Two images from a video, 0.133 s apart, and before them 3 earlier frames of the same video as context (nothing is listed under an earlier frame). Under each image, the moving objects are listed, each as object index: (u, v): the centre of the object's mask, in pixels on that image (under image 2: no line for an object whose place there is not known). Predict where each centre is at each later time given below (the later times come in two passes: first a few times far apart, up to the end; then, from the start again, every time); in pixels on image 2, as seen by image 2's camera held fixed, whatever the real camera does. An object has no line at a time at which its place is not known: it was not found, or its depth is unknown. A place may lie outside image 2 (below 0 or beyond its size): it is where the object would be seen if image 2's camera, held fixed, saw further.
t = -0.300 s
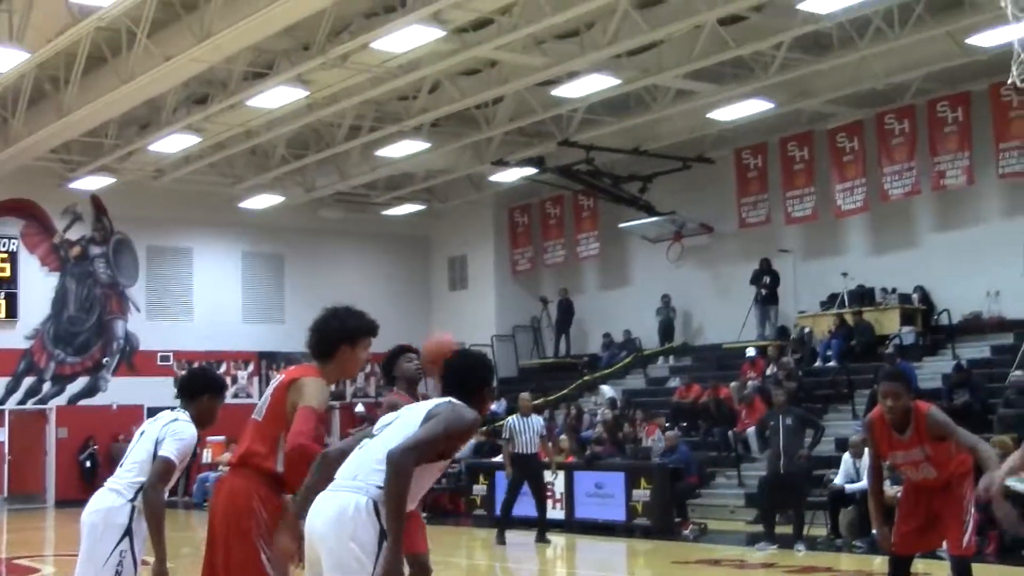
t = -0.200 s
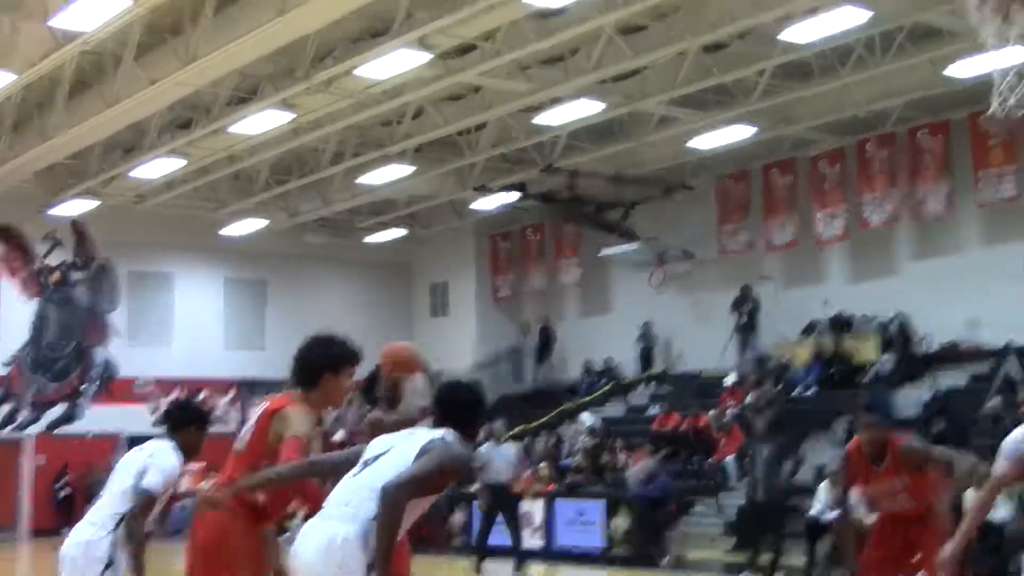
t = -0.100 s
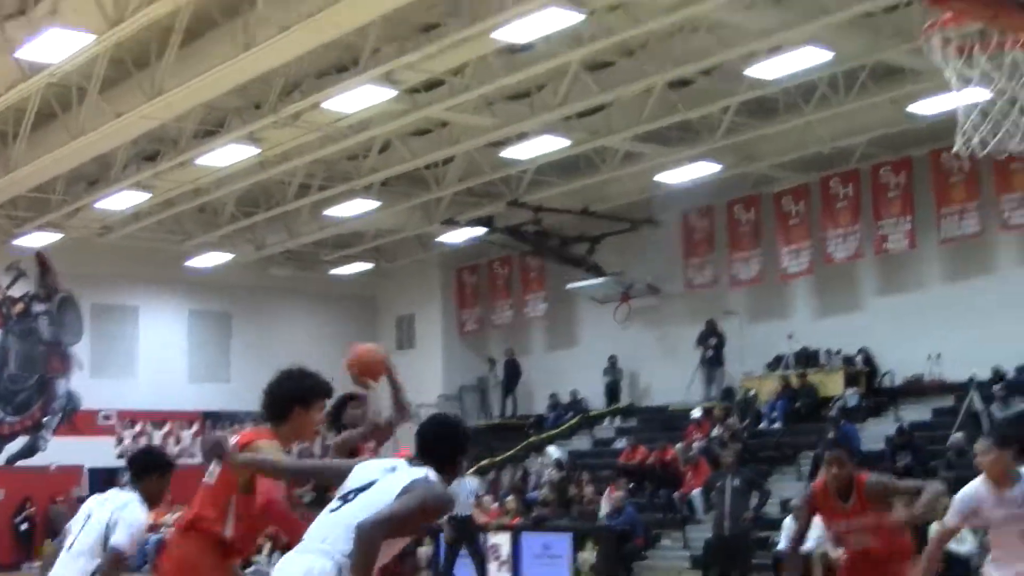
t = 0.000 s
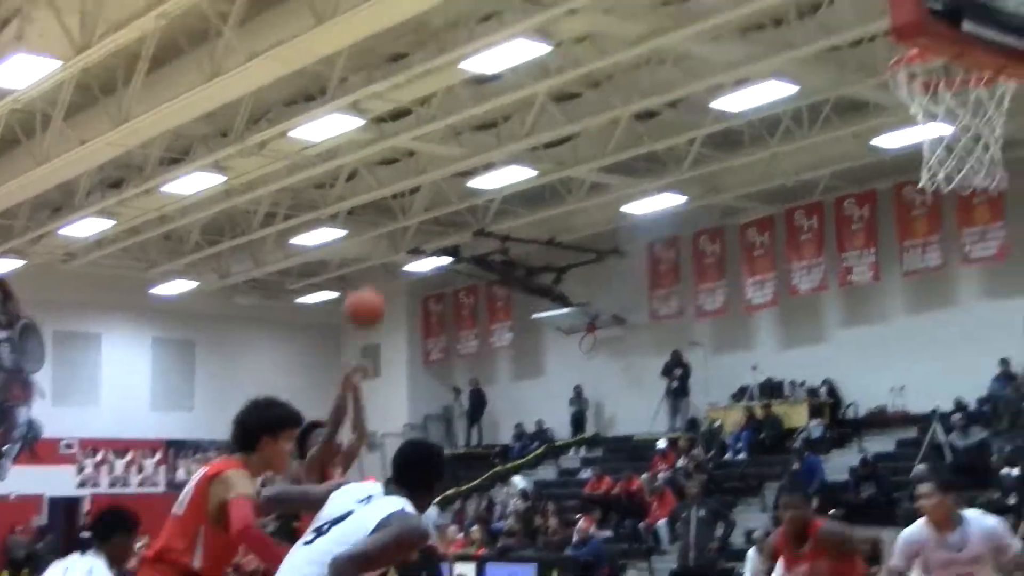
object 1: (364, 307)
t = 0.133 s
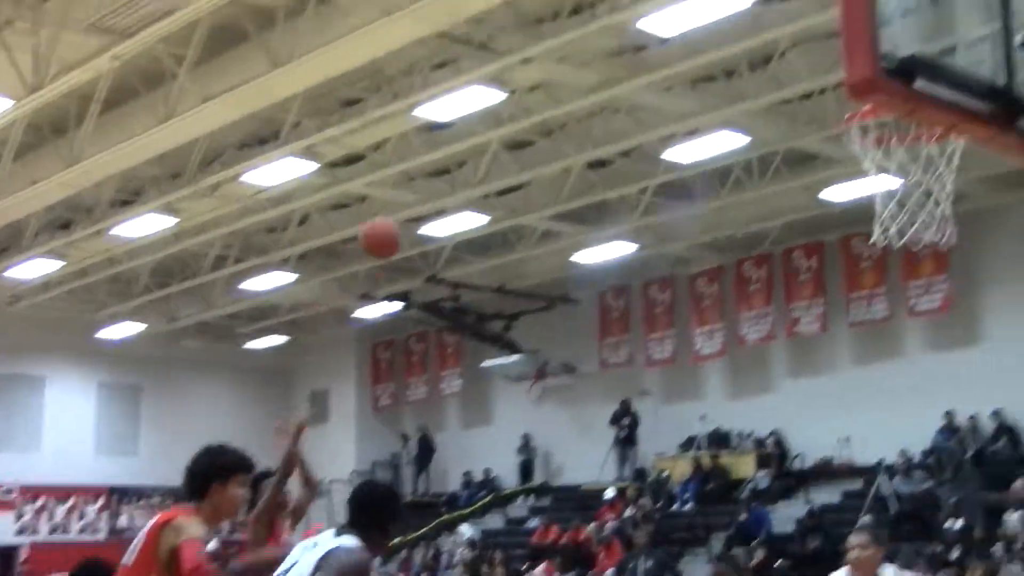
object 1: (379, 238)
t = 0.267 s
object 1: (450, 147)
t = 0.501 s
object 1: (588, 38)
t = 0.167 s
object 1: (397, 213)
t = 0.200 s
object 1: (414, 189)
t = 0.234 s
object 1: (432, 166)
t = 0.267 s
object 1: (450, 147)
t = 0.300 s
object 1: (469, 128)
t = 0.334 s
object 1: (487, 108)
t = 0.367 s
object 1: (506, 90)
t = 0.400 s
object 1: (525, 76)
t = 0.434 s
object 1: (546, 60)
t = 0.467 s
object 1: (566, 48)
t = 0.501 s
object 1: (588, 38)
